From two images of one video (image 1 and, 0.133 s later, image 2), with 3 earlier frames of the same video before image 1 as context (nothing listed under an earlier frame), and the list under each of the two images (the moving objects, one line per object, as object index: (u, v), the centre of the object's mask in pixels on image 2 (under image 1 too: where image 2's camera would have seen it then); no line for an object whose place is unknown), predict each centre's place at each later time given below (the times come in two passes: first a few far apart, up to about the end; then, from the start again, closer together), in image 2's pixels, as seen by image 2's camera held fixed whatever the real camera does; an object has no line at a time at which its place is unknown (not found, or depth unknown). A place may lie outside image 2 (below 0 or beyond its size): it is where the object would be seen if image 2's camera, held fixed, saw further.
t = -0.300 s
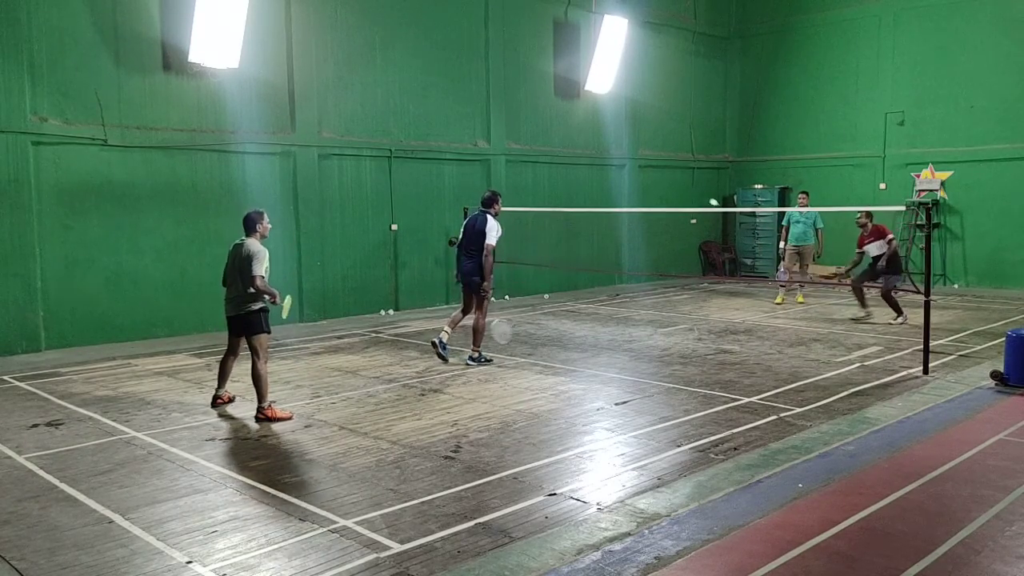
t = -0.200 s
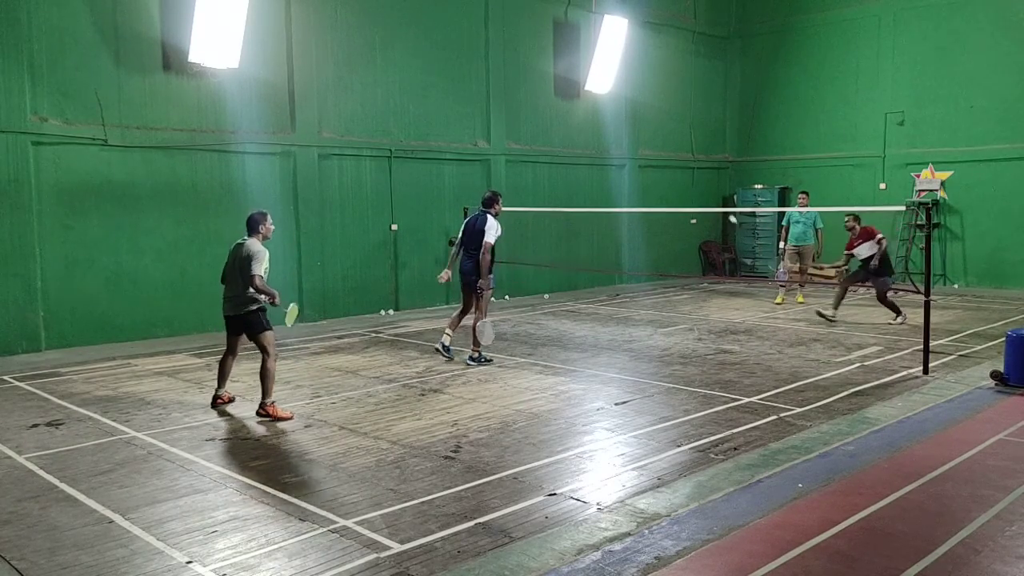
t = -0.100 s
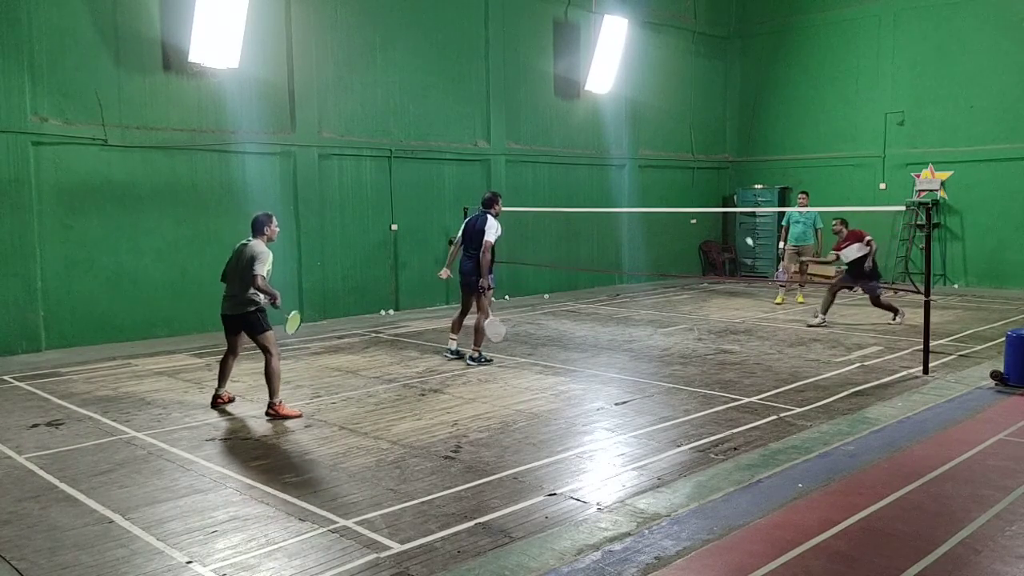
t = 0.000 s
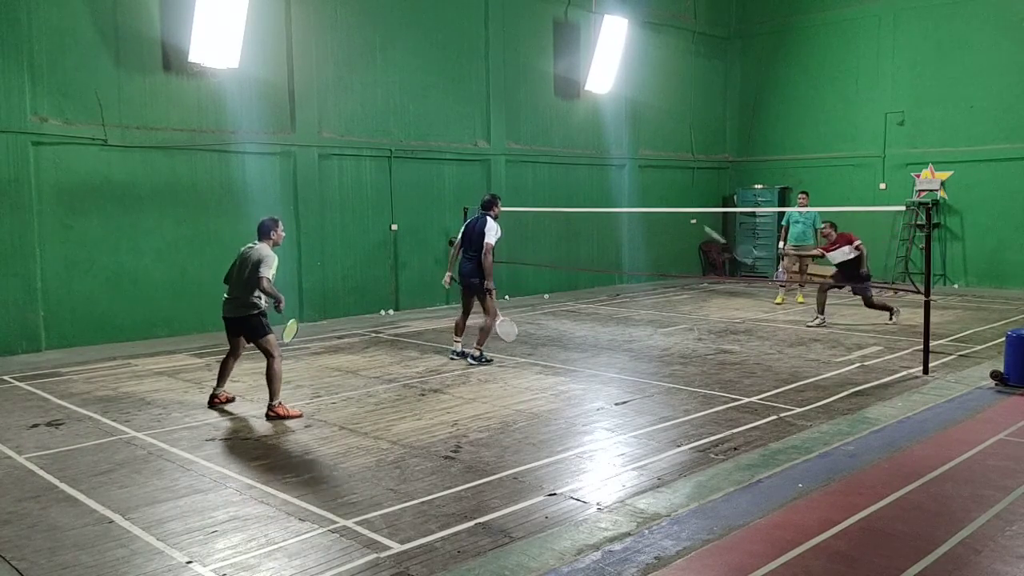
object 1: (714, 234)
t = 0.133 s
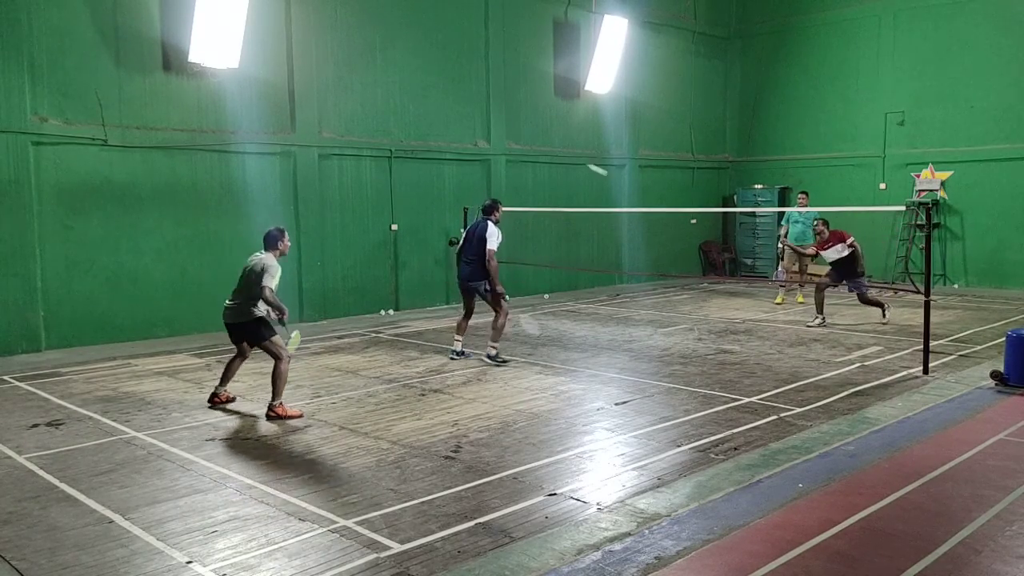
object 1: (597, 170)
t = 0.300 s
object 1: (482, 126)
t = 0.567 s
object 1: (331, 115)
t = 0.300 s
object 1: (482, 126)
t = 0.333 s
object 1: (461, 120)
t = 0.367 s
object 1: (441, 117)
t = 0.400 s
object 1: (422, 113)
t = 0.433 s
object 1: (402, 112)
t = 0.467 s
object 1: (384, 111)
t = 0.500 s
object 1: (366, 111)
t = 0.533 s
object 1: (349, 113)
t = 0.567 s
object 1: (331, 115)
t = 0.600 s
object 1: (315, 119)
